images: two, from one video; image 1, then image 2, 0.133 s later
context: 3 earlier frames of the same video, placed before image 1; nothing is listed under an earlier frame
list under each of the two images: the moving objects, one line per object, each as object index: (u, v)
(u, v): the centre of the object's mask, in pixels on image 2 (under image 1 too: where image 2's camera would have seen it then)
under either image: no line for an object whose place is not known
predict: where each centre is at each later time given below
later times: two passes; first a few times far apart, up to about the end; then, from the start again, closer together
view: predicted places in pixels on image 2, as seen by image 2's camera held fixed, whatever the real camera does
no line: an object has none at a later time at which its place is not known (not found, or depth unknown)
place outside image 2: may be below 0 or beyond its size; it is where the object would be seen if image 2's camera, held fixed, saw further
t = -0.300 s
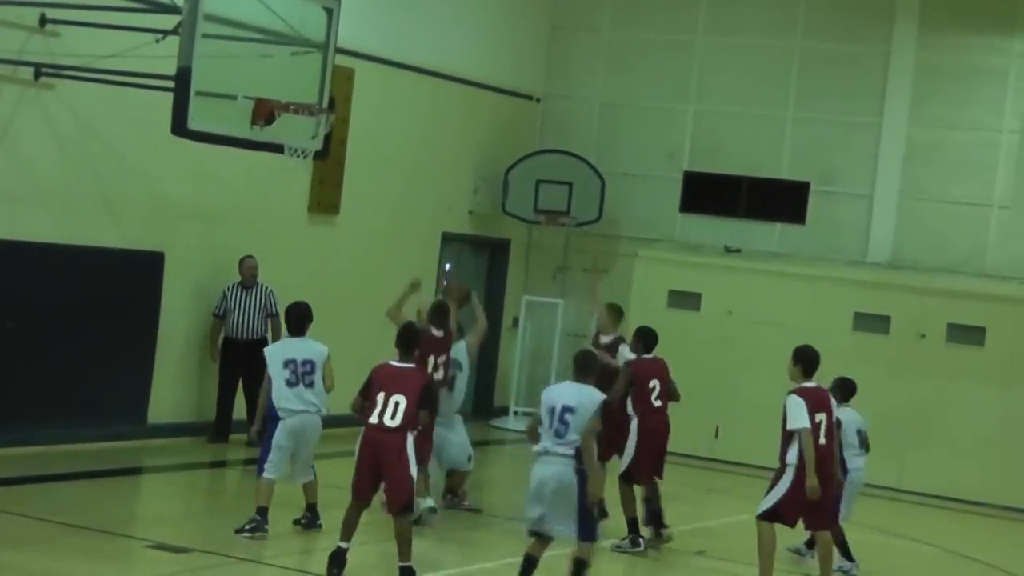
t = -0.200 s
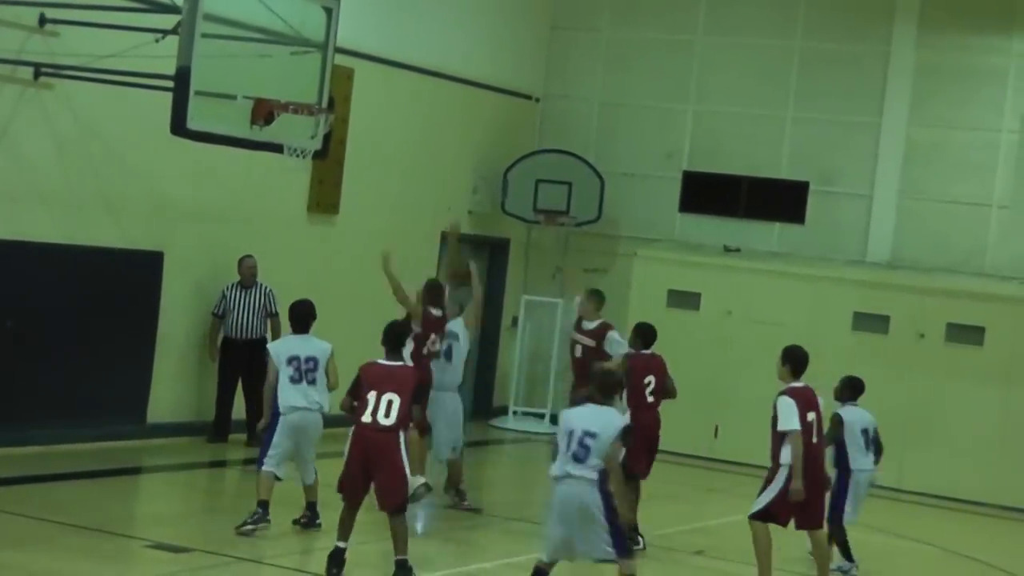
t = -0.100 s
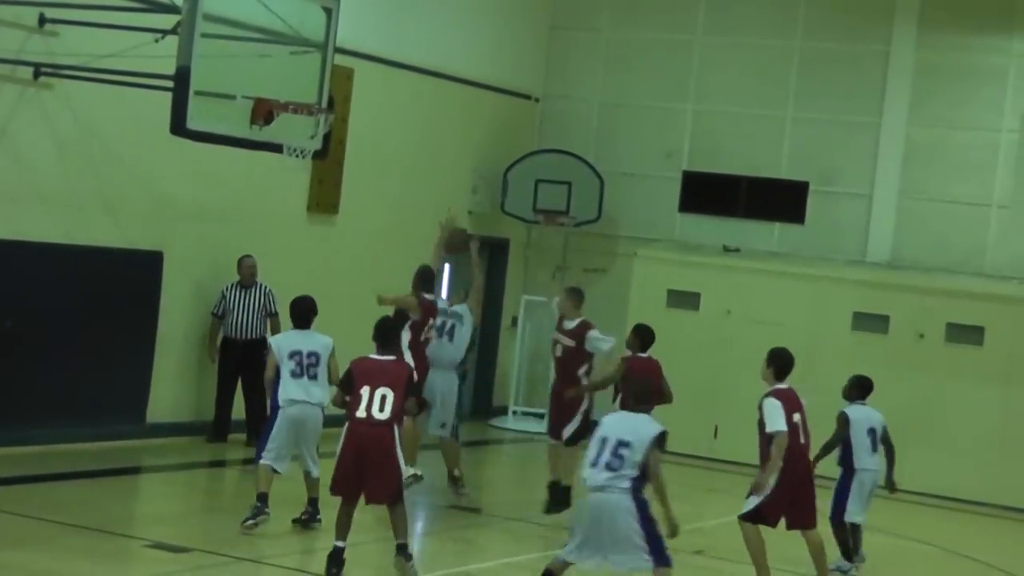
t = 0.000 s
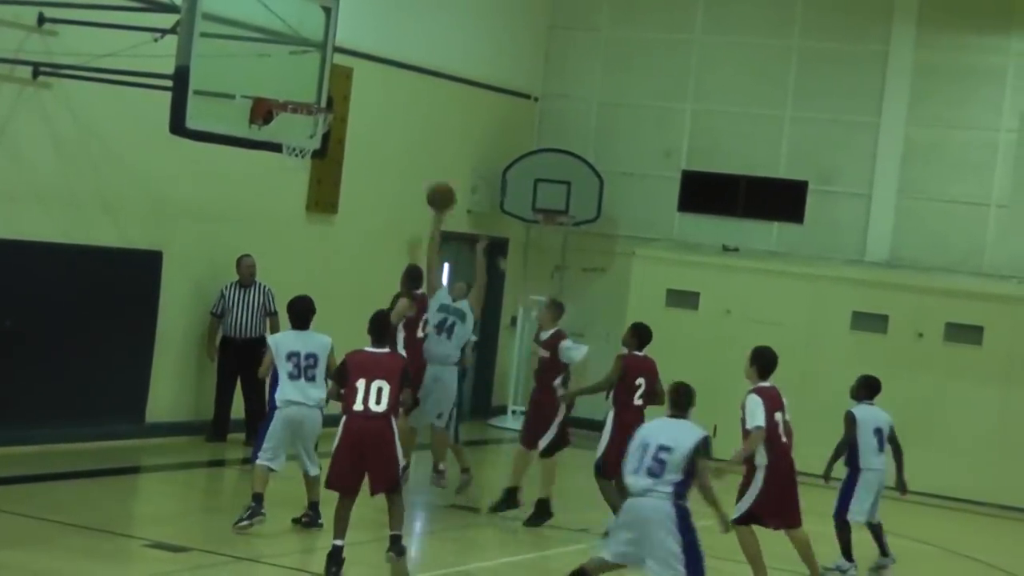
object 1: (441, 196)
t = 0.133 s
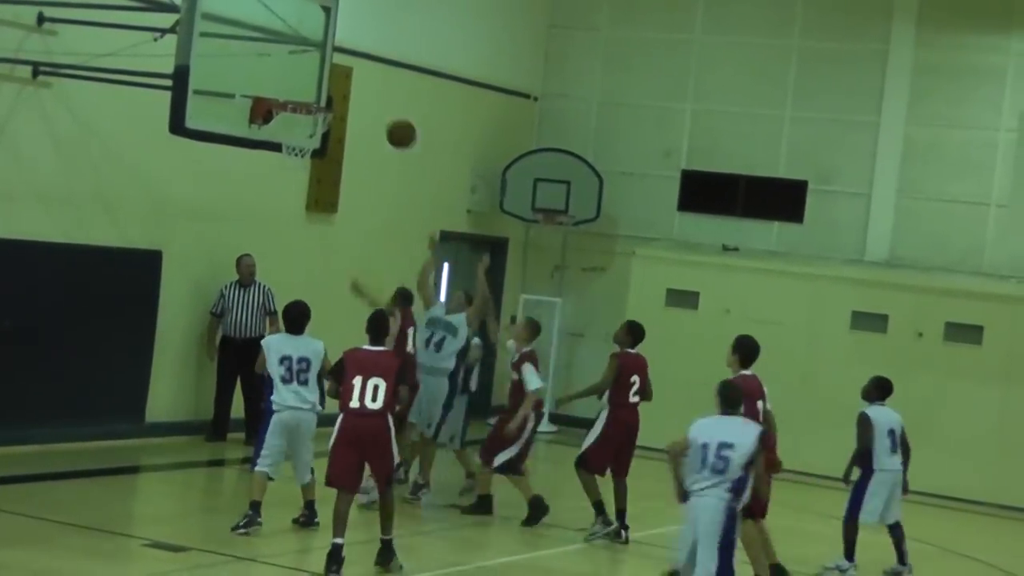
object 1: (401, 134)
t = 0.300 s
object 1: (345, 82)
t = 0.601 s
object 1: (274, 79)
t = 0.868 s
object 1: (242, 103)
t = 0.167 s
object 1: (390, 122)
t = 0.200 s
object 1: (379, 110)
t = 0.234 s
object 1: (368, 100)
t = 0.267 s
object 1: (358, 91)
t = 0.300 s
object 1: (345, 82)
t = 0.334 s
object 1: (335, 77)
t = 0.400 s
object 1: (308, 69)
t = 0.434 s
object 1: (296, 66)
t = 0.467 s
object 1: (283, 66)
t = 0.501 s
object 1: (280, 67)
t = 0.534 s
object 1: (278, 69)
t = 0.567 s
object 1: (276, 73)
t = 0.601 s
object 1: (274, 79)
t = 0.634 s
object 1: (271, 87)
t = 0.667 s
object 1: (268, 85)
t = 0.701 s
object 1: (265, 85)
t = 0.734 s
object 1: (261, 84)
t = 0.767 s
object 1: (257, 88)
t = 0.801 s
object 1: (253, 91)
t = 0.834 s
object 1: (248, 96)
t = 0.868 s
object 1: (242, 103)
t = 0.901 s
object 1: (239, 112)
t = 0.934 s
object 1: (234, 121)
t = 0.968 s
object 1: (229, 134)
